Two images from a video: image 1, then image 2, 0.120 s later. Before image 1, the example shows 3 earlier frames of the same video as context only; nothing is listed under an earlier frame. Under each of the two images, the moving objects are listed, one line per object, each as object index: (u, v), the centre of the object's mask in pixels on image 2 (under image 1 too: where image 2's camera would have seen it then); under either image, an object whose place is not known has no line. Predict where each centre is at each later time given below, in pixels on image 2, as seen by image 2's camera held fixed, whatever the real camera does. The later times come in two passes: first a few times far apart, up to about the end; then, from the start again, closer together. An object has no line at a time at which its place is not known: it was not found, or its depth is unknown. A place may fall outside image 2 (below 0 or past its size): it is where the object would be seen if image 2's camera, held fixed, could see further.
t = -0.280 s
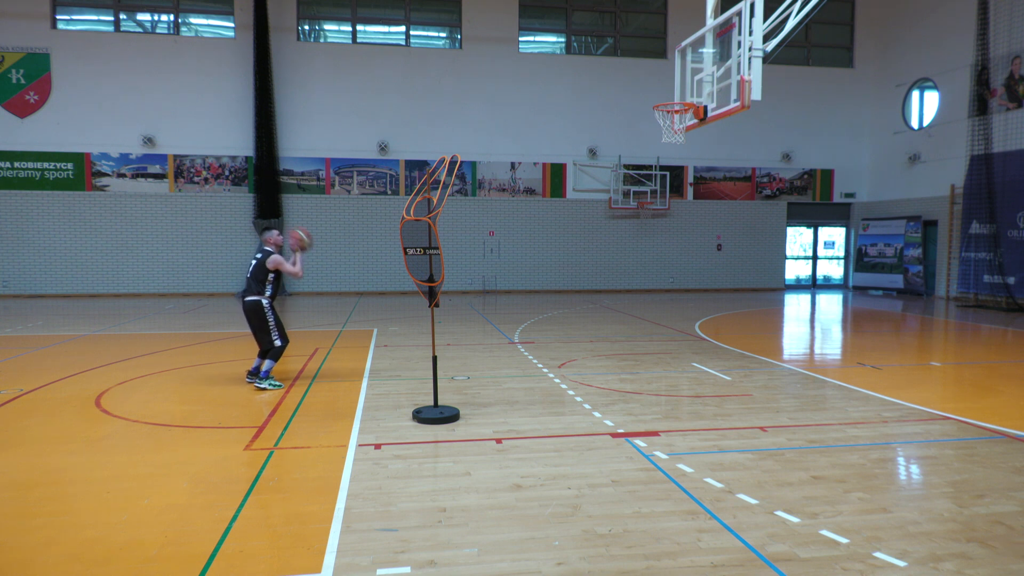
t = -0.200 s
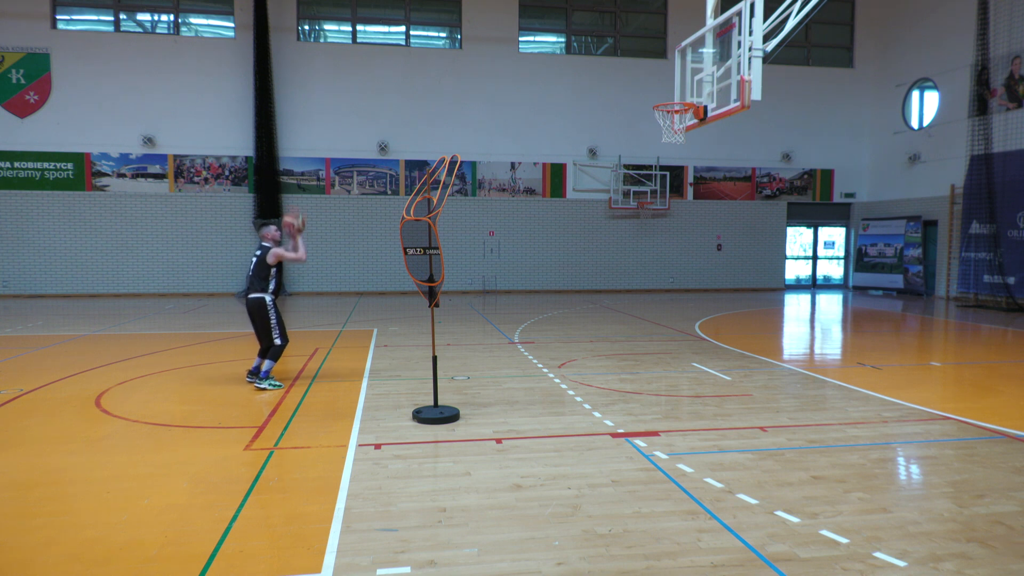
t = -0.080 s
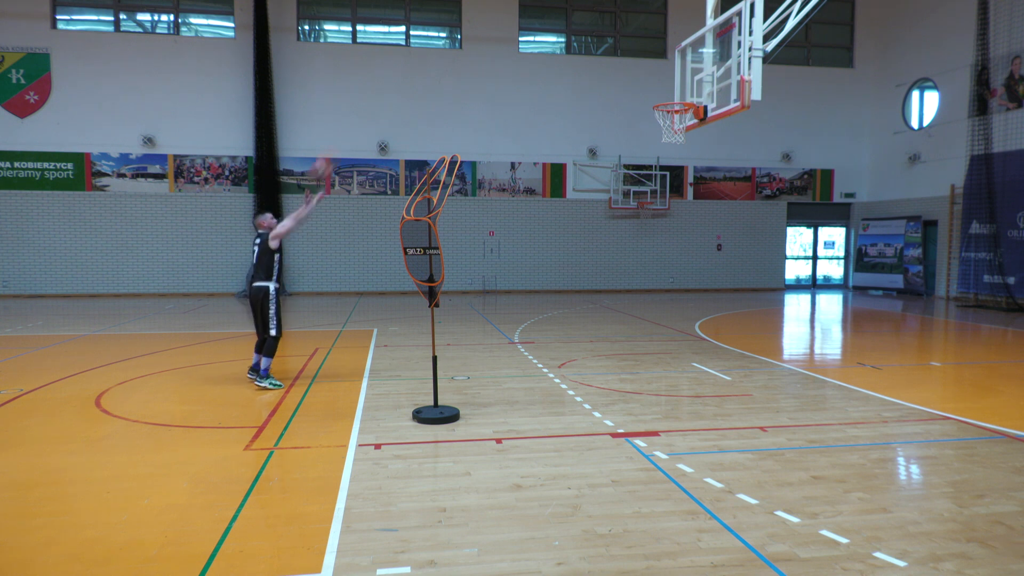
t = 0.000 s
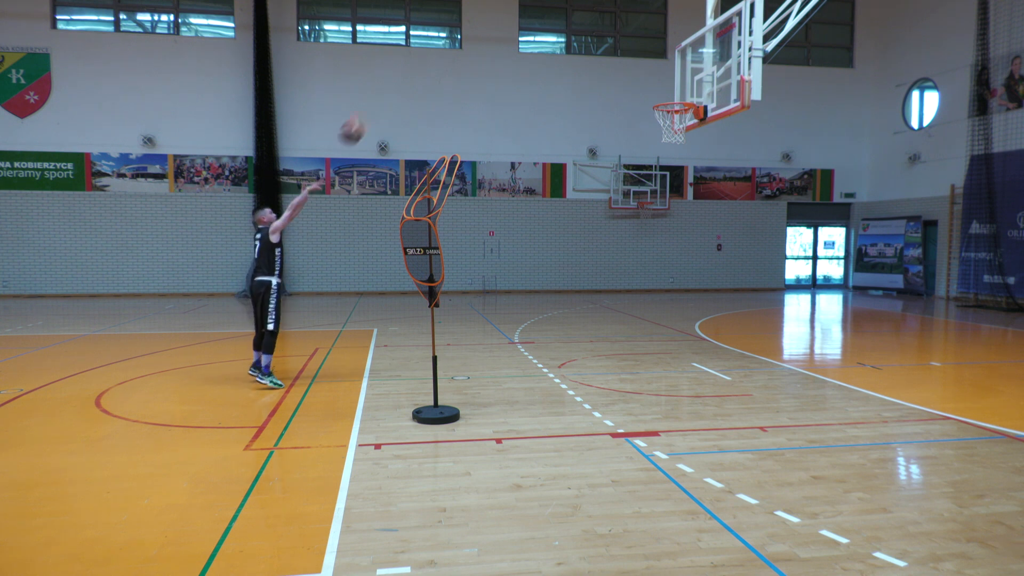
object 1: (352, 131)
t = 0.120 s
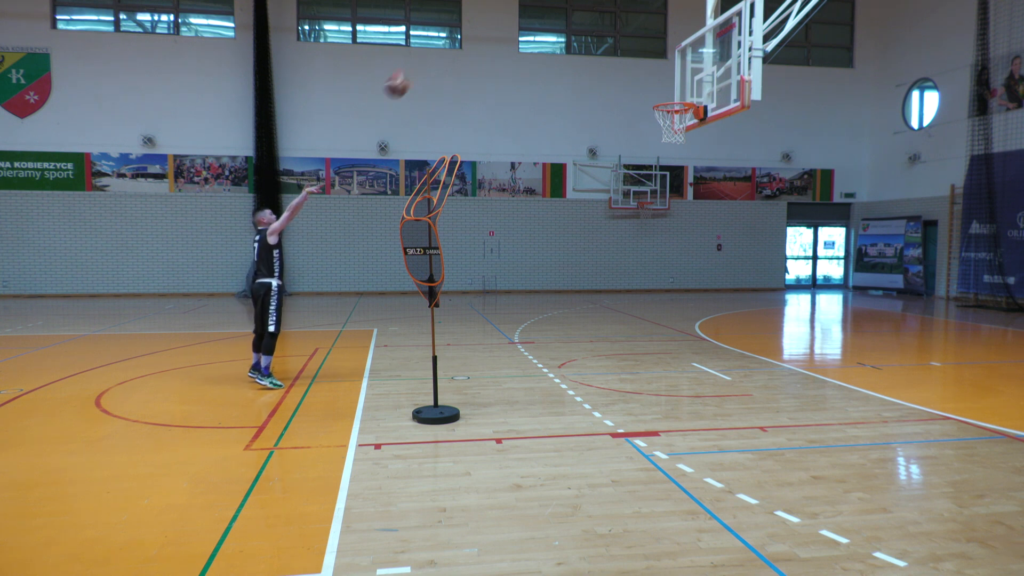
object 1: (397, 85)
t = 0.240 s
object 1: (442, 53)
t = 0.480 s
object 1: (526, 27)
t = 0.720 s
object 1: (607, 53)
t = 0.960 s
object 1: (674, 97)
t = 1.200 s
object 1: (671, 111)
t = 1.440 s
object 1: (683, 137)
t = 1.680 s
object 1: (684, 190)
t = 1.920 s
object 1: (686, 293)
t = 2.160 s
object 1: (685, 319)
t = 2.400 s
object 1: (685, 253)
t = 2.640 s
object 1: (682, 235)
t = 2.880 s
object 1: (678, 267)
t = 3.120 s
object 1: (674, 351)
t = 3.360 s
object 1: (671, 316)
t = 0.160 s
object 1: (411, 73)
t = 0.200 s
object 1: (427, 63)
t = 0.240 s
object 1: (442, 53)
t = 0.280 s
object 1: (456, 45)
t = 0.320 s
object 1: (471, 38)
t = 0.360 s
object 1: (484, 33)
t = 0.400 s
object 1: (498, 30)
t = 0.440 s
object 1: (512, 27)
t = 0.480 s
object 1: (526, 27)
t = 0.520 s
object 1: (540, 27)
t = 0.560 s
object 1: (553, 29)
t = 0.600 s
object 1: (567, 34)
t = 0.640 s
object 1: (581, 40)
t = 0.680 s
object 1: (594, 45)
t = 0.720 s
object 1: (607, 53)
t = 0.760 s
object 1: (620, 62)
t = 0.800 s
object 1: (632, 73)
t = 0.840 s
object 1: (645, 85)
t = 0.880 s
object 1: (656, 96)
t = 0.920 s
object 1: (665, 96)
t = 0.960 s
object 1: (674, 97)
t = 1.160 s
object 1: (669, 105)
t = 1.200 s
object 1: (671, 111)
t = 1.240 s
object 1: (674, 114)
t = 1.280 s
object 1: (676, 121)
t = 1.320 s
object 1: (679, 126)
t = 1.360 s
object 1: (680, 130)
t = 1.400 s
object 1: (682, 133)
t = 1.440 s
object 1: (683, 137)
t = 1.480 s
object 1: (683, 144)
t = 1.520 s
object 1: (683, 149)
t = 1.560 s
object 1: (684, 157)
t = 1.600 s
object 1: (684, 167)
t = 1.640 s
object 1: (684, 177)
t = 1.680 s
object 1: (684, 190)
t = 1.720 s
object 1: (685, 204)
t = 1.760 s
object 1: (685, 218)
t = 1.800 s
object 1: (686, 235)
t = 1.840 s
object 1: (686, 253)
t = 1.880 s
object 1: (686, 273)
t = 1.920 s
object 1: (686, 293)
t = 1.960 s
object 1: (686, 312)
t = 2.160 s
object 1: (685, 319)
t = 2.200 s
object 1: (685, 305)
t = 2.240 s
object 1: (685, 292)
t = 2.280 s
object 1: (685, 279)
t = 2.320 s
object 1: (685, 269)
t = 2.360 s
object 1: (685, 260)
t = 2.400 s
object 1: (685, 253)
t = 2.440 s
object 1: (684, 247)
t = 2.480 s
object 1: (684, 242)
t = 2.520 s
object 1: (683, 237)
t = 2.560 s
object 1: (683, 235)
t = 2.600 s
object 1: (682, 234)
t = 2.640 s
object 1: (682, 235)
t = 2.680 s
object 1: (681, 236)
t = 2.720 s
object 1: (681, 239)
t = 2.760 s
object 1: (680, 244)
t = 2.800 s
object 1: (679, 250)
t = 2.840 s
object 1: (679, 258)
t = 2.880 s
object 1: (678, 267)
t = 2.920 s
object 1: (678, 277)
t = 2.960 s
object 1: (677, 288)
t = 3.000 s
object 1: (676, 302)
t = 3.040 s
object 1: (675, 316)
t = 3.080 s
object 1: (675, 332)
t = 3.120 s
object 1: (674, 351)
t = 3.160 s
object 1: (673, 369)
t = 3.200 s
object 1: (673, 362)
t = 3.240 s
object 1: (672, 348)
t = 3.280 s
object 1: (672, 337)
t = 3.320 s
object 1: (672, 325)
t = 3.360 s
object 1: (671, 316)
